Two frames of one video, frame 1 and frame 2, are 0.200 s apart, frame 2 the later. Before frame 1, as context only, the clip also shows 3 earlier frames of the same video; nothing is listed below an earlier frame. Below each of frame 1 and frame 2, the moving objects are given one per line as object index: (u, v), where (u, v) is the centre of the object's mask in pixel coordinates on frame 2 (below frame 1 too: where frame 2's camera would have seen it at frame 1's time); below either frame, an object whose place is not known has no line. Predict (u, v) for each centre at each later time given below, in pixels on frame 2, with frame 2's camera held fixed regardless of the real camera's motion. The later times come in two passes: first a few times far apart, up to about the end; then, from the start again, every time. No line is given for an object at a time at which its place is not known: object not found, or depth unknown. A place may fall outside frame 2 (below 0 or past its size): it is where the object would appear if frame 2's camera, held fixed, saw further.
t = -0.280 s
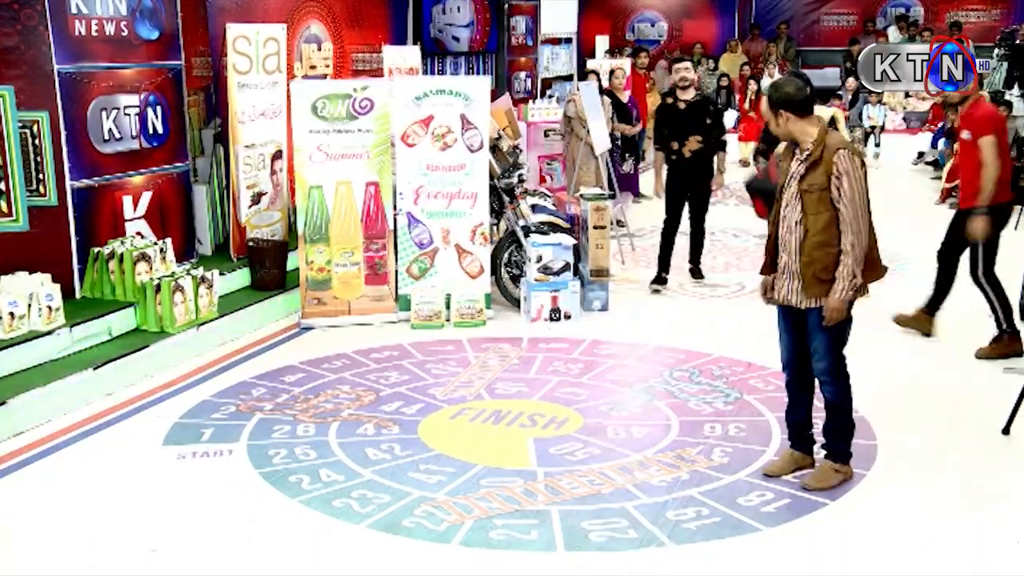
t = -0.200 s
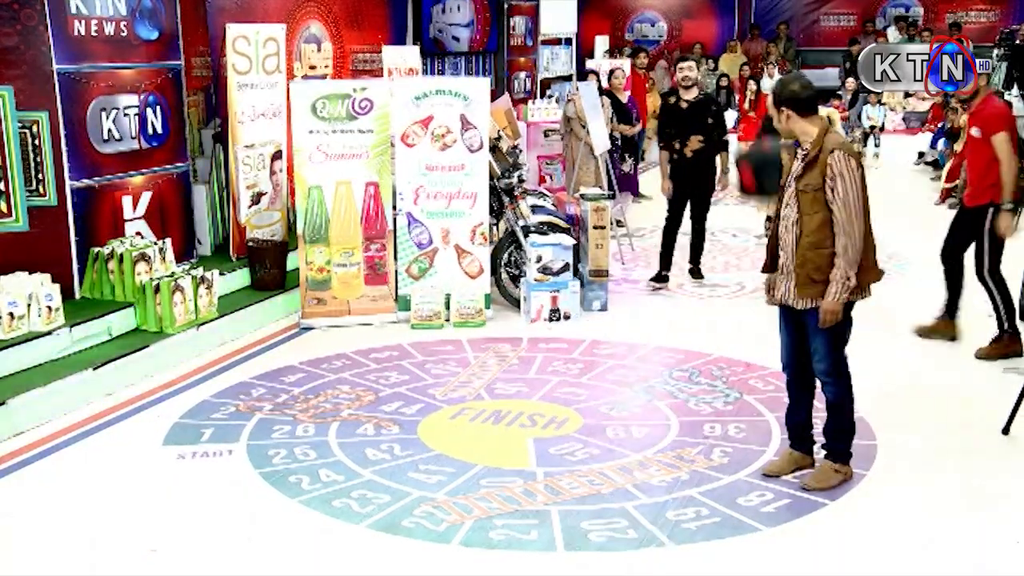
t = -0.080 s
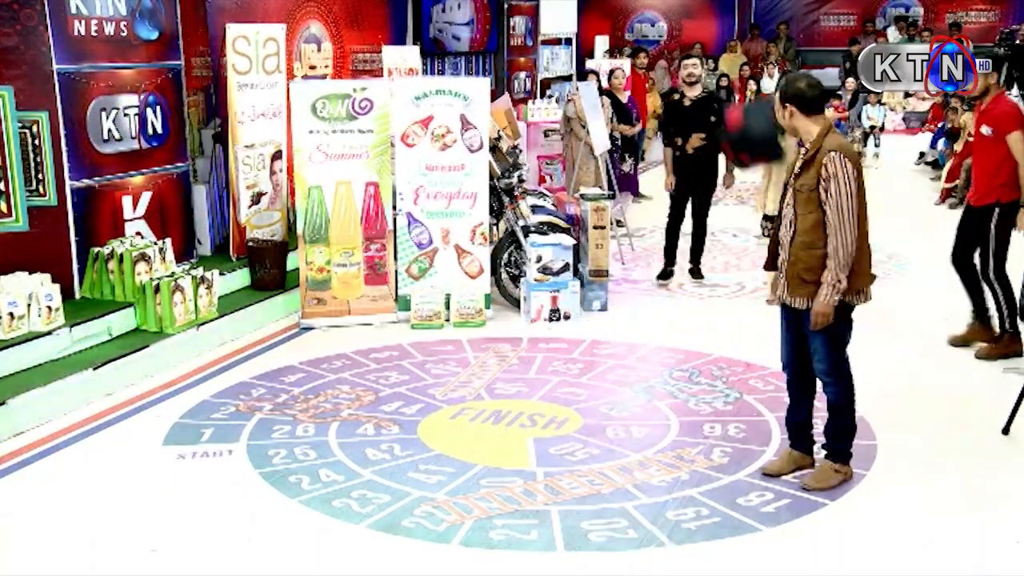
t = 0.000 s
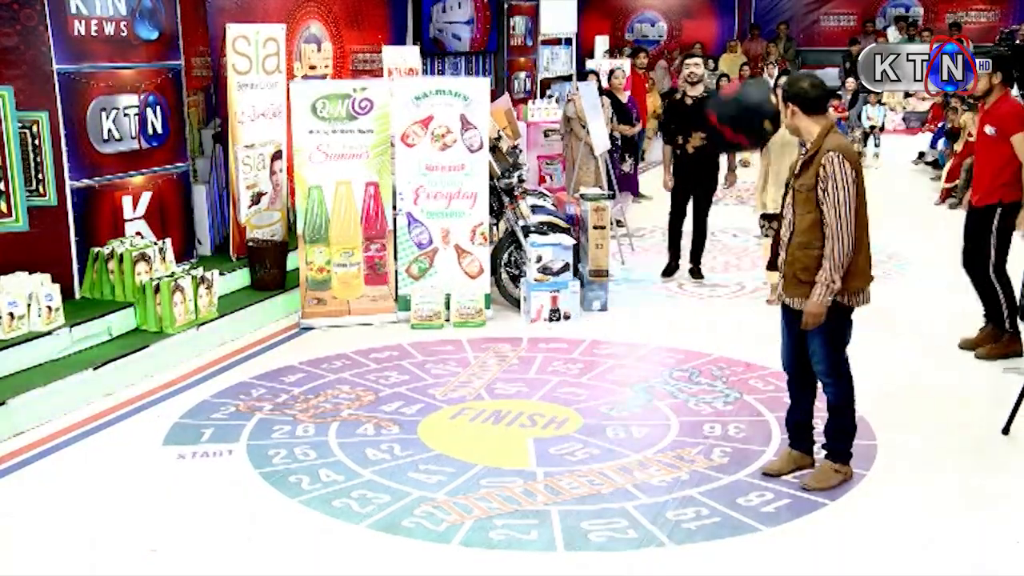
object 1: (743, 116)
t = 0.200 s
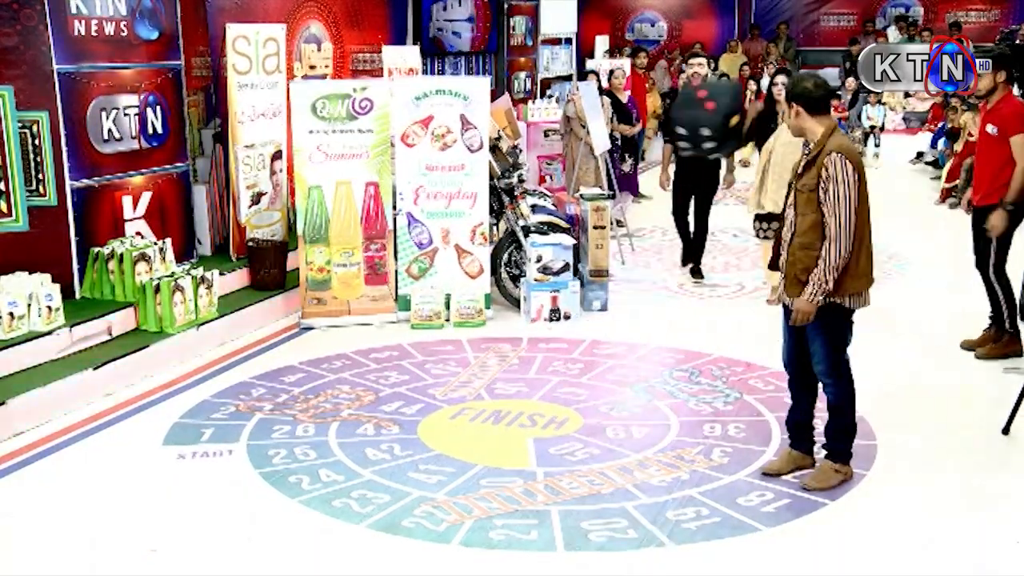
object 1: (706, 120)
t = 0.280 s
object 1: (694, 135)
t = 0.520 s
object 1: (646, 250)
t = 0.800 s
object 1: (598, 347)
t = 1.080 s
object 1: (561, 370)
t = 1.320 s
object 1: (547, 374)
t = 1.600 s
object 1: (541, 378)
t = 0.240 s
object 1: (701, 127)
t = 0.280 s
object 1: (694, 135)
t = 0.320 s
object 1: (686, 145)
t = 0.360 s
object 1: (679, 161)
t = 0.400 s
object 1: (669, 179)
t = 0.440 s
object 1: (662, 199)
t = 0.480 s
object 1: (652, 224)
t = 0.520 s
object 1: (646, 250)
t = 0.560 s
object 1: (637, 281)
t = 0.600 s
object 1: (627, 313)
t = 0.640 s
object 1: (619, 348)
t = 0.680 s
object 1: (611, 355)
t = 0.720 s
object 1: (607, 349)
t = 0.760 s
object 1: (603, 347)
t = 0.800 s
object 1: (598, 347)
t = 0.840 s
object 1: (593, 349)
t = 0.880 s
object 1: (588, 353)
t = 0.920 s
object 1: (583, 358)
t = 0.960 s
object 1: (577, 363)
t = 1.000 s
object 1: (571, 365)
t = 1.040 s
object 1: (566, 367)
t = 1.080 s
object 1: (561, 370)
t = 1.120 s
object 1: (556, 372)
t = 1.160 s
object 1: (553, 372)
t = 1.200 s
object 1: (551, 372)
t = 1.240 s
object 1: (549, 372)
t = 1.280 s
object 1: (548, 373)
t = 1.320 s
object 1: (547, 374)
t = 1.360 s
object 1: (547, 374)
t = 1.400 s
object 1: (546, 375)
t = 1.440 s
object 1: (545, 375)
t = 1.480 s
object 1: (544, 376)
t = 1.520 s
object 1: (543, 377)
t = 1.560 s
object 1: (542, 377)
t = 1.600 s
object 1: (541, 378)
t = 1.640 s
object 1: (540, 378)
